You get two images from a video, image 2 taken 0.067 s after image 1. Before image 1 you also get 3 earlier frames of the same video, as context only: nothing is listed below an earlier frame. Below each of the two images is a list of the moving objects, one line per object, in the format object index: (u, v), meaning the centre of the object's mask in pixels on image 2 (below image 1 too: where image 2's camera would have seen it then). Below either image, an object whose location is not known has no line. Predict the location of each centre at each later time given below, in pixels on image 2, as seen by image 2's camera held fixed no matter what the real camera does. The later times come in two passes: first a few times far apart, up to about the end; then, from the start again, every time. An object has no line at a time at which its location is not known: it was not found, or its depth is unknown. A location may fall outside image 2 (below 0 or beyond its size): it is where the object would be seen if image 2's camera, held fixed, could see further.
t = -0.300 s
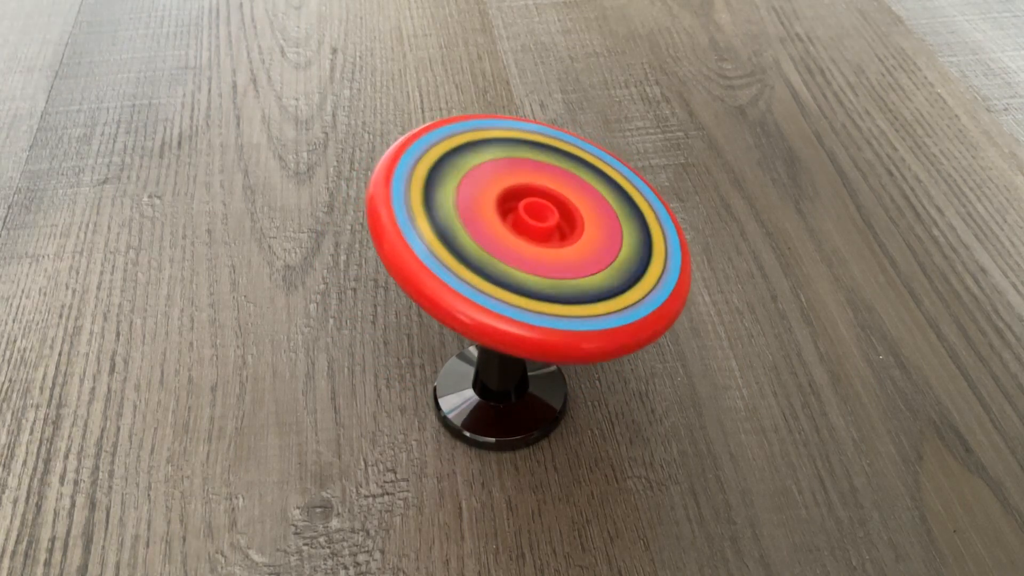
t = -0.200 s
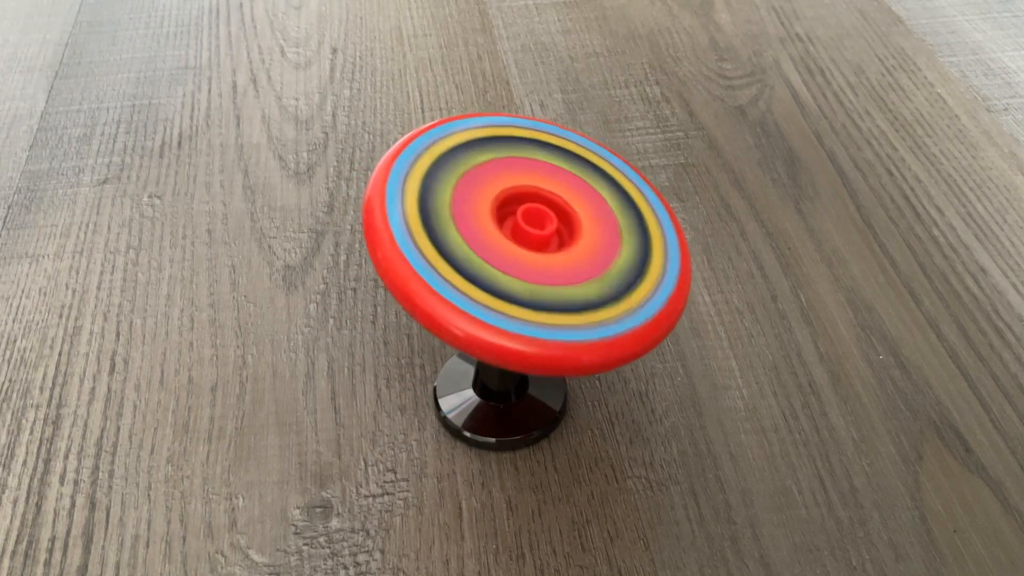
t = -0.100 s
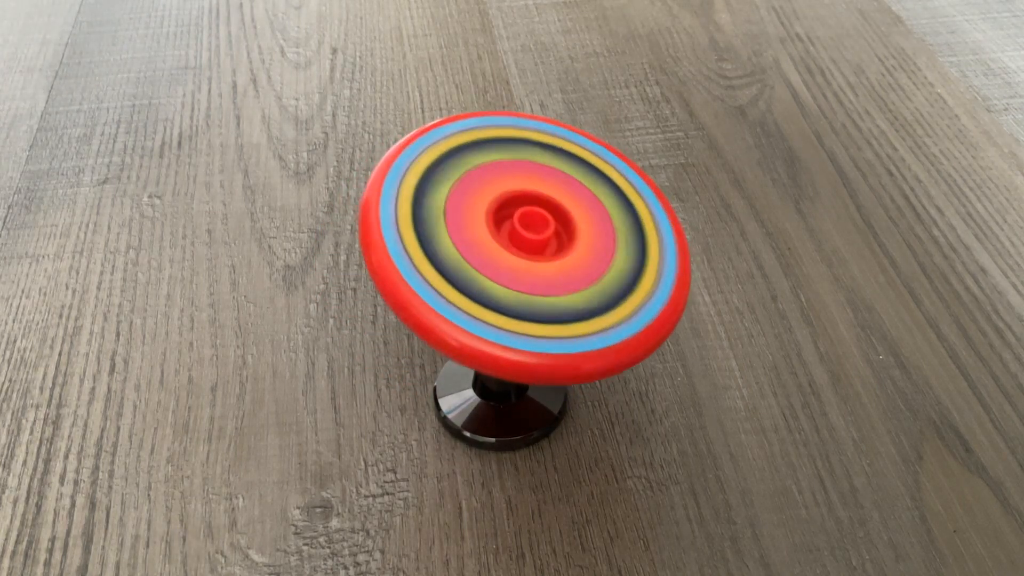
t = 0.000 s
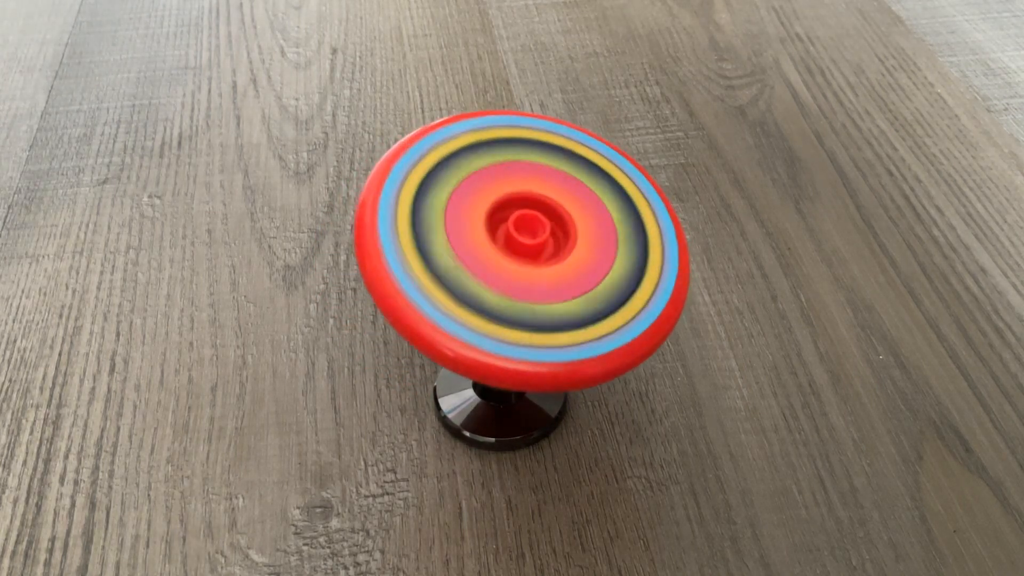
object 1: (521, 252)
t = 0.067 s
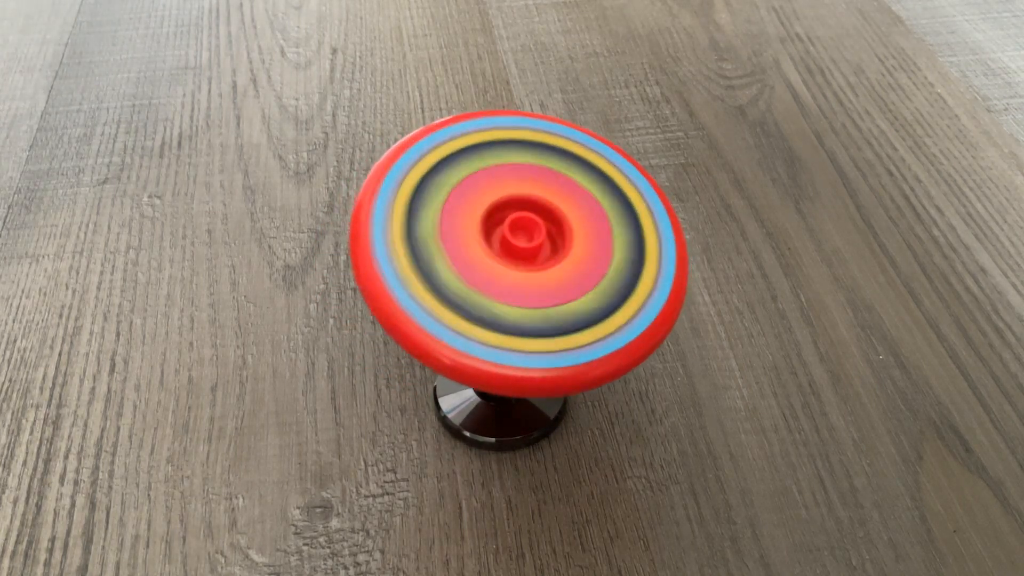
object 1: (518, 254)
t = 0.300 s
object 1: (505, 259)
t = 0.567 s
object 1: (489, 257)
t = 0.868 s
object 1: (477, 246)
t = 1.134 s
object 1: (475, 232)
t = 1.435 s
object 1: (486, 219)
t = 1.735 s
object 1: (504, 217)
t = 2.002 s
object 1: (519, 224)
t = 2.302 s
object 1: (528, 239)
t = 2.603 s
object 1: (519, 254)
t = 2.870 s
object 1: (501, 258)
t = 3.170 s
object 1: (480, 252)
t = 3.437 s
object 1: (475, 238)
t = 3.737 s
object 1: (478, 223)
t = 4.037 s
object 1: (501, 217)
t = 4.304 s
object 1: (519, 223)
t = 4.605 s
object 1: (528, 240)
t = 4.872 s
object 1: (516, 254)
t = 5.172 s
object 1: (494, 258)
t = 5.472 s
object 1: (477, 247)
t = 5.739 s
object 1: (474, 229)
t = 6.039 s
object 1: (491, 218)
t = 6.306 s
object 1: (512, 219)
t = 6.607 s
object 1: (528, 236)
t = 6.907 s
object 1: (517, 254)
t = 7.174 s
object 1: (493, 258)
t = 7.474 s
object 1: (473, 244)
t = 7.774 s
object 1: (476, 225)
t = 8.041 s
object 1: (498, 216)
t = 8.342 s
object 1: (522, 227)
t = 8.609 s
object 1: (526, 248)
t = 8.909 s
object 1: (500, 260)
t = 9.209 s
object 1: (475, 247)
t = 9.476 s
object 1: (474, 226)
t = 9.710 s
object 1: (495, 217)
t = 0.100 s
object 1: (515, 254)
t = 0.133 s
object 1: (514, 256)
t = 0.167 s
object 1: (512, 257)
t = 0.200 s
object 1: (511, 257)
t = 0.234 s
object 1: (509, 258)
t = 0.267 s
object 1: (507, 258)
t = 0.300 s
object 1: (505, 259)
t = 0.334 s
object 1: (502, 259)
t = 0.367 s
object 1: (500, 259)
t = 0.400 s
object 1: (498, 259)
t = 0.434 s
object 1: (496, 259)
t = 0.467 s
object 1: (494, 258)
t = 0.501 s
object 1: (493, 258)
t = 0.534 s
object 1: (491, 257)
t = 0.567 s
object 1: (489, 257)
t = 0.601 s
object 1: (487, 256)
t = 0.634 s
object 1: (485, 255)
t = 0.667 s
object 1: (483, 254)
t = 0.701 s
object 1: (481, 253)
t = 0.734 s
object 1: (480, 252)
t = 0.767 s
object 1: (478, 250)
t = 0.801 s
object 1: (478, 249)
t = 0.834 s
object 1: (477, 247)
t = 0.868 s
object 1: (477, 246)
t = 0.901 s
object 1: (475, 245)
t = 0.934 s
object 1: (475, 243)
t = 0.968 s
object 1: (474, 241)
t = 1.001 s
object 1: (474, 239)
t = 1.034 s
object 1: (474, 237)
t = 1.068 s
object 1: (475, 236)
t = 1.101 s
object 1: (474, 234)
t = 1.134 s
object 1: (475, 232)
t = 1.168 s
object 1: (476, 231)
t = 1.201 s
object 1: (477, 229)
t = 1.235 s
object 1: (478, 227)
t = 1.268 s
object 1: (479, 227)
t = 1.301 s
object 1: (481, 225)
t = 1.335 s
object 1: (480, 224)
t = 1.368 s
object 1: (479, 222)
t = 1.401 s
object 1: (481, 221)
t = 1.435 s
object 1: (486, 219)
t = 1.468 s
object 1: (487, 220)
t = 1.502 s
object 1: (487, 219)
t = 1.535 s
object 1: (491, 219)
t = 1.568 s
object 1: (494, 217)
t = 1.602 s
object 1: (494, 217)
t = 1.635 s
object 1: (495, 216)
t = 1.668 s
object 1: (500, 217)
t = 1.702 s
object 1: (502, 217)
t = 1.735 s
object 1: (504, 217)
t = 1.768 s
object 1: (506, 217)
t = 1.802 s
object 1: (509, 218)
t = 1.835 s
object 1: (510, 218)
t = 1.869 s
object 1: (512, 220)
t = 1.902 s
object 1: (514, 220)
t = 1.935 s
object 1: (516, 222)
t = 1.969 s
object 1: (518, 223)
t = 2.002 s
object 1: (519, 224)
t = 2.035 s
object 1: (520, 224)
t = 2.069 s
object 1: (523, 227)
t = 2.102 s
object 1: (525, 228)
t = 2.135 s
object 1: (527, 229)
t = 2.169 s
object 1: (527, 231)
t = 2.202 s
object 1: (527, 233)
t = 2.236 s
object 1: (527, 234)
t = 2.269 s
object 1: (528, 237)
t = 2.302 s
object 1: (528, 239)
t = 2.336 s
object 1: (528, 242)
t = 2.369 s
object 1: (527, 244)
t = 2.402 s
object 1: (527, 246)
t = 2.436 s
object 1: (525, 246)
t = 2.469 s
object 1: (525, 248)
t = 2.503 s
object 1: (523, 249)
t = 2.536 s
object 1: (522, 251)
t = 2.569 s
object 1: (520, 252)
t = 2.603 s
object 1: (519, 254)
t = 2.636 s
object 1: (516, 254)
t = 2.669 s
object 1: (515, 255)
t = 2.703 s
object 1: (513, 256)
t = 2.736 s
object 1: (511, 257)
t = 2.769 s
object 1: (508, 258)
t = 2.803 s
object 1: (505, 258)
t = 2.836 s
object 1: (503, 259)
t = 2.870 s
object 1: (501, 258)
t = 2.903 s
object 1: (499, 259)
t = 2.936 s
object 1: (497, 258)
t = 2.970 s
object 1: (494, 259)
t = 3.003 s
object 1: (492, 258)
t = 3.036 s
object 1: (490, 257)
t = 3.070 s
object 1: (488, 256)
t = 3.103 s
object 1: (485, 256)
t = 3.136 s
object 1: (483, 254)
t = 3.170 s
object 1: (480, 252)
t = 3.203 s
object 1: (479, 251)
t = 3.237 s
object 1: (477, 249)
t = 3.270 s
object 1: (477, 247)
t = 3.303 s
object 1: (476, 246)
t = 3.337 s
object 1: (476, 244)
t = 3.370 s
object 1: (475, 242)
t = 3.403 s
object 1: (474, 239)
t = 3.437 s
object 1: (475, 238)
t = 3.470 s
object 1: (475, 235)
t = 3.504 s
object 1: (475, 234)
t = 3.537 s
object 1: (475, 232)
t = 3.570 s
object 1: (476, 230)
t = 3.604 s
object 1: (478, 228)
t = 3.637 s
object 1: (480, 227)
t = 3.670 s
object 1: (480, 226)
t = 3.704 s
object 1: (480, 224)
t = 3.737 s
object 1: (478, 223)
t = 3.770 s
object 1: (481, 220)
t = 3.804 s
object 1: (485, 219)
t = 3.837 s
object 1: (487, 217)
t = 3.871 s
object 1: (489, 218)
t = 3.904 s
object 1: (491, 216)
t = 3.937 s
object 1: (494, 217)
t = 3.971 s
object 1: (496, 216)
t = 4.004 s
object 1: (499, 217)
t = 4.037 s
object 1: (501, 217)
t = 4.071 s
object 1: (504, 217)
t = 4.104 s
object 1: (506, 218)
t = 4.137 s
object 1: (509, 218)
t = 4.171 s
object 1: (511, 219)
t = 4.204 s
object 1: (513, 220)
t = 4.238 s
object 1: (515, 222)
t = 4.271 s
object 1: (516, 222)
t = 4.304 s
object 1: (519, 223)
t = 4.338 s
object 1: (521, 224)
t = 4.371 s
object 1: (524, 226)
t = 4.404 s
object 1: (526, 228)
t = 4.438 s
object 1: (527, 230)
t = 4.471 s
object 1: (526, 233)
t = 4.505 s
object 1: (527, 234)
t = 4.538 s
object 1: (528, 235)
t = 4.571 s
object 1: (527, 237)
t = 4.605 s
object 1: (528, 240)
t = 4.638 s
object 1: (527, 243)
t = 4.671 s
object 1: (528, 245)
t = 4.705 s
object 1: (524, 247)
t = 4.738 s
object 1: (523, 249)
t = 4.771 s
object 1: (523, 250)
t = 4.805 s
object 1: (521, 251)
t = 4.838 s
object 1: (520, 253)
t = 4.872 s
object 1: (516, 254)
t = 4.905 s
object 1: (515, 256)
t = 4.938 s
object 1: (512, 256)
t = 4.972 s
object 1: (510, 258)
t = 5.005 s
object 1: (507, 258)
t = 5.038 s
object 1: (505, 258)
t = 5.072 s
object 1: (503, 259)
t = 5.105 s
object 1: (499, 258)
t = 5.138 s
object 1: (496, 259)
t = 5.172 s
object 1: (494, 258)
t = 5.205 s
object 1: (492, 257)
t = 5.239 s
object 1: (490, 258)
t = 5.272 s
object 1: (487, 255)
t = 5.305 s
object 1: (485, 255)
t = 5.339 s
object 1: (482, 254)
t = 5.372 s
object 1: (481, 252)
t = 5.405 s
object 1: (479, 251)
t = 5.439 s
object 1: (478, 249)
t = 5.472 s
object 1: (477, 247)
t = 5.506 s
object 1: (476, 245)
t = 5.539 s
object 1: (476, 244)
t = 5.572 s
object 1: (475, 241)
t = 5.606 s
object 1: (474, 239)
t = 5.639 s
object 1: (470, 238)
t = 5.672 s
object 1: (469, 234)
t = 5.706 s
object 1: (471, 231)
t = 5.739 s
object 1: (474, 229)
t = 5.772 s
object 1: (475, 228)
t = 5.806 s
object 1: (474, 227)
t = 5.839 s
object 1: (476, 224)
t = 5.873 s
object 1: (479, 223)
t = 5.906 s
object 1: (481, 221)
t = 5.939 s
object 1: (483, 221)
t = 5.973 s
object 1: (485, 220)
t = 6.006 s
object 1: (488, 218)
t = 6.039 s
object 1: (491, 218)
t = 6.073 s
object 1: (493, 217)
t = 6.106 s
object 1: (497, 216)
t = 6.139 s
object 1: (499, 216)
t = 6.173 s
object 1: (502, 217)
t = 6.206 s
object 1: (505, 217)
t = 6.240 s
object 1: (506, 217)
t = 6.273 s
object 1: (510, 219)
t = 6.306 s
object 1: (512, 219)
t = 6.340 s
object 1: (515, 220)
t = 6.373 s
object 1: (517, 222)
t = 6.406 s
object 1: (518, 223)
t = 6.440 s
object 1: (521, 226)
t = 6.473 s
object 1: (522, 226)
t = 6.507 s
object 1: (525, 229)
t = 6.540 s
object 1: (527, 232)
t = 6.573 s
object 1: (529, 233)
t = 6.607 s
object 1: (528, 236)
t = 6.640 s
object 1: (527, 239)
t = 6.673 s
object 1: (528, 240)
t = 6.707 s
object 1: (527, 243)
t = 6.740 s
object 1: (526, 245)
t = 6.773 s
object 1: (526, 248)
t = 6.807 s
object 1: (522, 250)
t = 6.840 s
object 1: (522, 252)
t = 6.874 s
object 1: (519, 253)
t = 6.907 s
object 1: (517, 254)
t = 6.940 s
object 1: (516, 256)
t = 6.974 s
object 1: (511, 257)
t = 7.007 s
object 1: (509, 258)
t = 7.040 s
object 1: (506, 259)
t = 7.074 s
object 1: (502, 258)
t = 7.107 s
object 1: (501, 260)
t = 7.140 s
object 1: (497, 258)
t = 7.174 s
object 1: (493, 258)
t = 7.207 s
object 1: (492, 259)
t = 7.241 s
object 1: (488, 255)
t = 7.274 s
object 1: (487, 256)
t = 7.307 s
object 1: (484, 255)
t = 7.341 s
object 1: (481, 252)
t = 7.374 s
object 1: (479, 251)
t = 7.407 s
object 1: (475, 250)
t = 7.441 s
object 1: (474, 246)
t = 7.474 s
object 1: (473, 244)
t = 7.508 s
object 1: (472, 242)
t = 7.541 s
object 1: (472, 241)
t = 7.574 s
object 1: (471, 239)
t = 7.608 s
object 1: (470, 235)
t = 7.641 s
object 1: (471, 233)
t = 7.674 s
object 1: (473, 230)
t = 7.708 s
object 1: (475, 228)
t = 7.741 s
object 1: (475, 228)
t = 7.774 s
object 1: (476, 225)
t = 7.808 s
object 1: (478, 223)
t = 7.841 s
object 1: (481, 221)
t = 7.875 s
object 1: (485, 219)
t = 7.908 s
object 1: (487, 218)
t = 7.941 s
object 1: (488, 217)
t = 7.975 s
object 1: (492, 216)
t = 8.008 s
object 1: (497, 217)
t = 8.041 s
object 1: (498, 216)
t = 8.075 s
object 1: (502, 217)
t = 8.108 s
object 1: (505, 218)
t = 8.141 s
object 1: (508, 217)
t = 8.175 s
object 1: (512, 218)
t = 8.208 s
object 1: (514, 220)
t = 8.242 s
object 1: (516, 222)
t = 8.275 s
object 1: (518, 224)
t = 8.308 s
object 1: (520, 225)
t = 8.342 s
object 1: (522, 227)
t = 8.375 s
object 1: (525, 229)
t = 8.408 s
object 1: (528, 231)
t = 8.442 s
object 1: (529, 234)
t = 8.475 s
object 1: (528, 238)
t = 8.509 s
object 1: (527, 240)
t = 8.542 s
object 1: (529, 242)
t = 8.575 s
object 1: (527, 245)
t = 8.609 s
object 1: (526, 248)
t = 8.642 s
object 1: (524, 251)
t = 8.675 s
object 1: (520, 252)
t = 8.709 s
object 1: (519, 253)
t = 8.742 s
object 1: (517, 255)
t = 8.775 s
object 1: (513, 256)
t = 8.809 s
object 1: (511, 258)
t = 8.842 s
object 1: (507, 259)
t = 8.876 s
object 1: (502, 258)
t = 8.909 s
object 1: (500, 260)
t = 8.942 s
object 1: (497, 259)
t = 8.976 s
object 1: (492, 257)
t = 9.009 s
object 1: (490, 259)
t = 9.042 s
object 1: (488, 257)
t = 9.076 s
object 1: (484, 254)
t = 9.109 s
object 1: (483, 254)
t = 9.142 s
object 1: (479, 253)
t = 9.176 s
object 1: (477, 248)
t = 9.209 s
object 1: (475, 247)
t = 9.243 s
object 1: (471, 245)
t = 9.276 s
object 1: (470, 241)
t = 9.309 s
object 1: (471, 239)
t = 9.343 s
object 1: (472, 237)
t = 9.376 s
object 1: (472, 234)
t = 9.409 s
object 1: (473, 233)
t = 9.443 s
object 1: (472, 229)
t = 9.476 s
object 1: (474, 226)
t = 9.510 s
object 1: (477, 225)
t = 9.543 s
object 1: (480, 223)
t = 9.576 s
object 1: (483, 220)
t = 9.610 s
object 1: (485, 220)
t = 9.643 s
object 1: (487, 219)
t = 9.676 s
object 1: (491, 217)
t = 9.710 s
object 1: (495, 217)
